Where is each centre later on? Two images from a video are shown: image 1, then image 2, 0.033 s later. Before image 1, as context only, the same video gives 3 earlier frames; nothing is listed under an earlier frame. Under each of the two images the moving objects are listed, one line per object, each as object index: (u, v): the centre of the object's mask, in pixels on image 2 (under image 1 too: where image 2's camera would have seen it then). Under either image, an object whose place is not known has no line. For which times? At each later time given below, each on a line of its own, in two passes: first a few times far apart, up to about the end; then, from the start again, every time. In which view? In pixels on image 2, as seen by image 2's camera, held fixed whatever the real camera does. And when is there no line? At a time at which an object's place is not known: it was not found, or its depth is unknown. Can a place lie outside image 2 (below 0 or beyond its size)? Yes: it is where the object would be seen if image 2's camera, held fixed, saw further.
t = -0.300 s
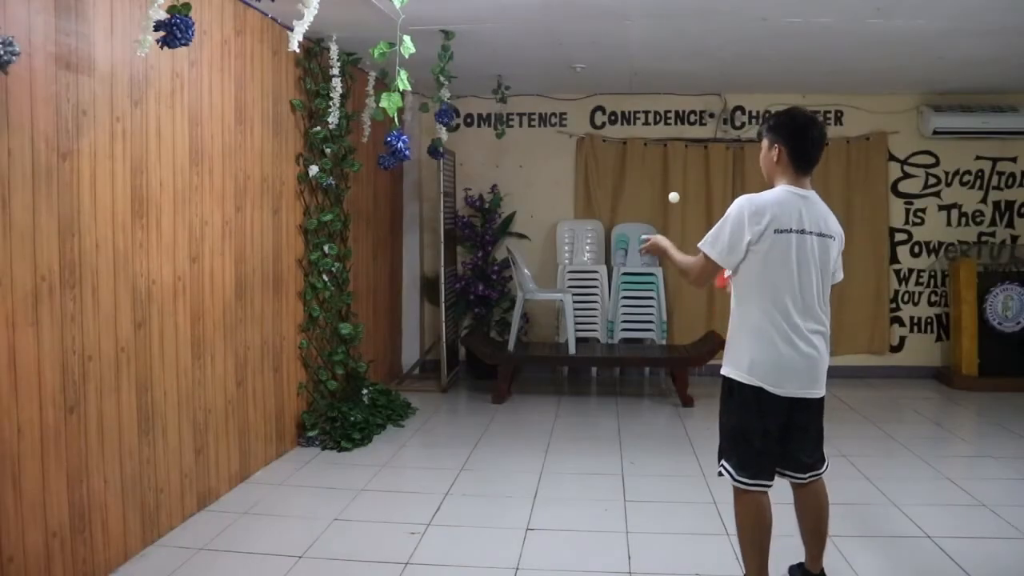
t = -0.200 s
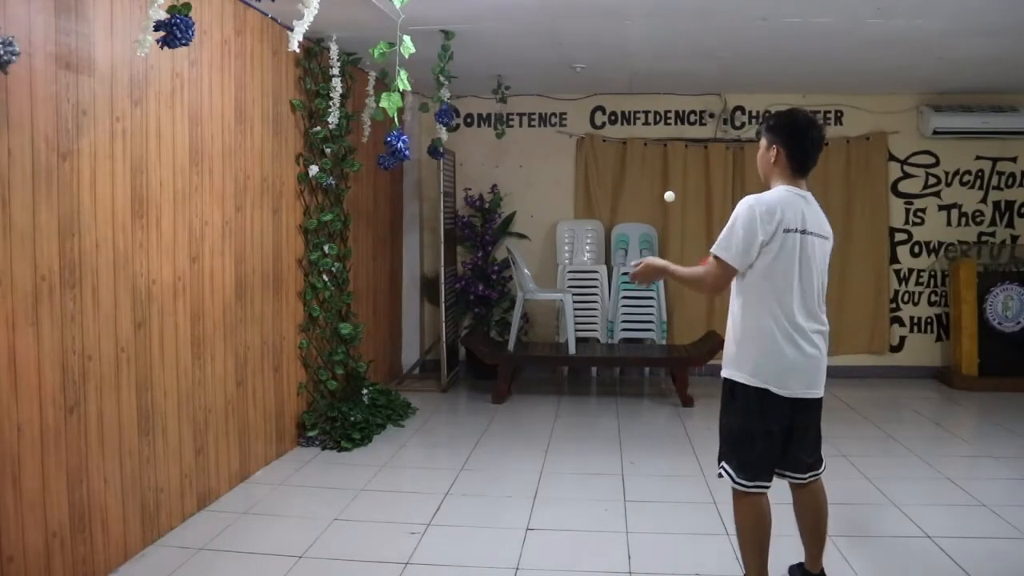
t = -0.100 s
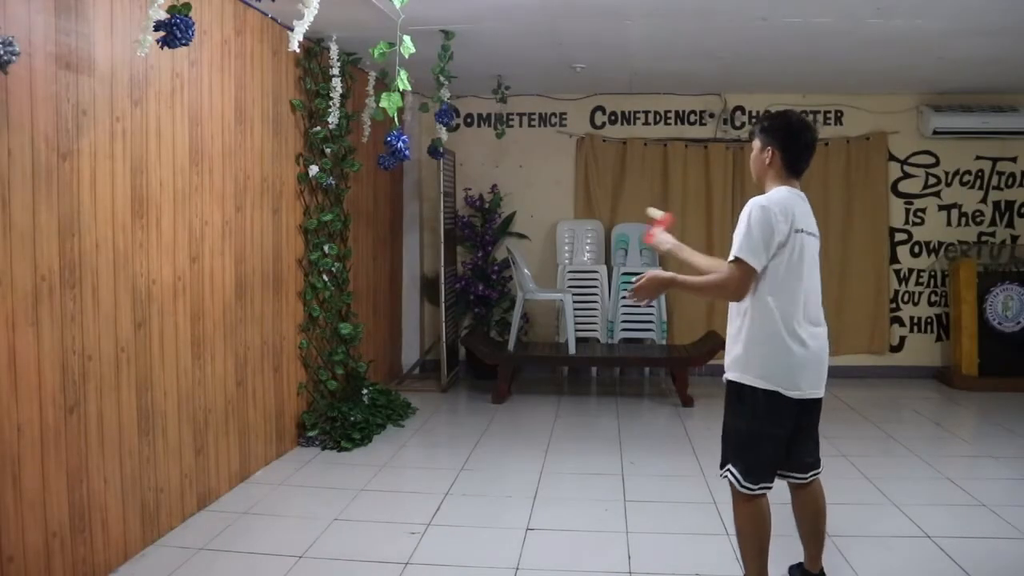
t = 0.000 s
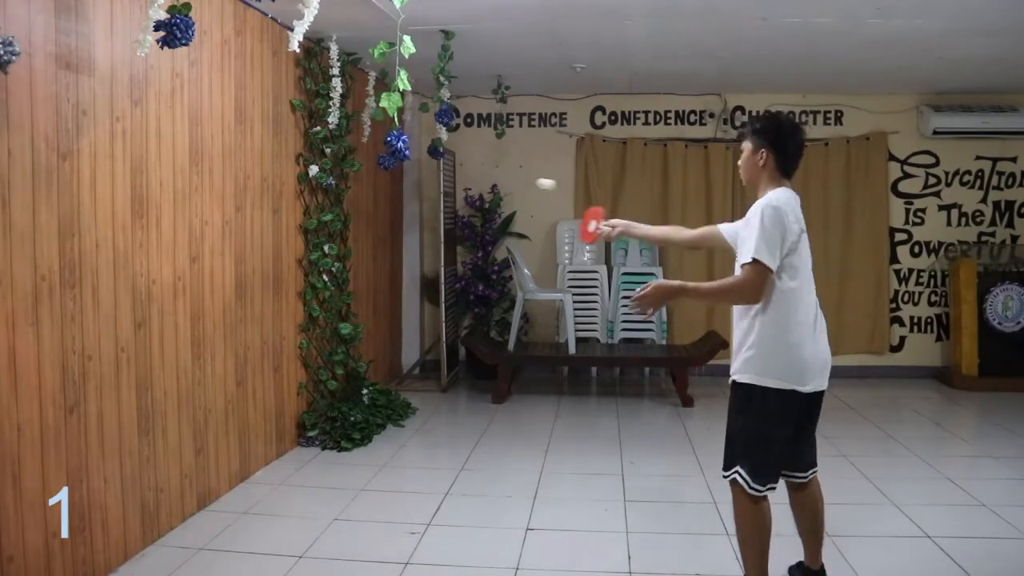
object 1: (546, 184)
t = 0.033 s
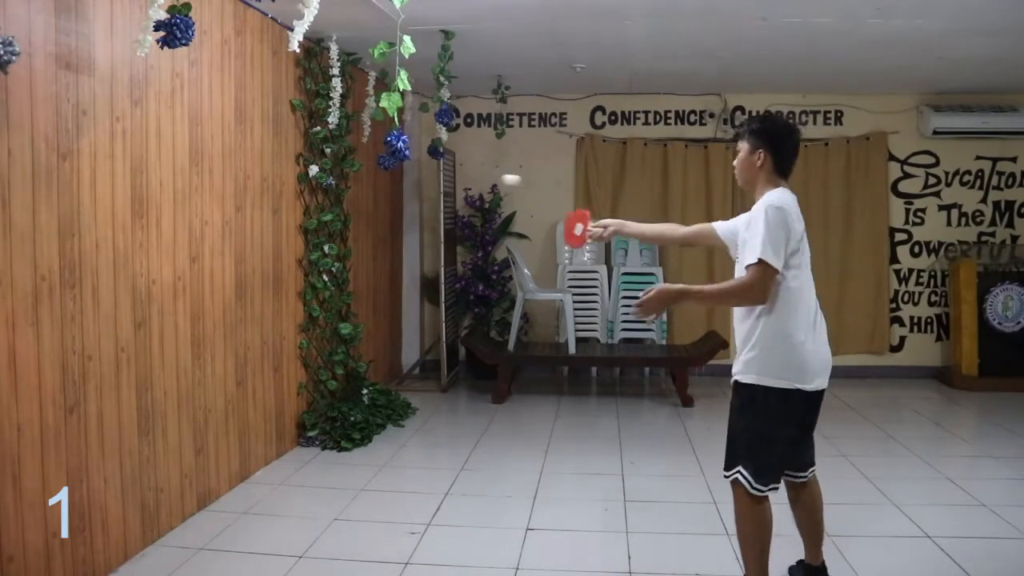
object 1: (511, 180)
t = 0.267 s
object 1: (285, 230)
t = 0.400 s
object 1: (175, 316)
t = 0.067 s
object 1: (476, 178)
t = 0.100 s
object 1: (443, 180)
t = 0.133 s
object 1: (409, 185)
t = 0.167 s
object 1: (377, 192)
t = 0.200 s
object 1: (346, 202)
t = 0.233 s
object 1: (315, 215)
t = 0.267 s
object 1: (285, 230)
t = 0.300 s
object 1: (256, 248)
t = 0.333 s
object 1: (228, 269)
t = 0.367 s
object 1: (201, 291)
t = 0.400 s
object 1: (175, 316)
